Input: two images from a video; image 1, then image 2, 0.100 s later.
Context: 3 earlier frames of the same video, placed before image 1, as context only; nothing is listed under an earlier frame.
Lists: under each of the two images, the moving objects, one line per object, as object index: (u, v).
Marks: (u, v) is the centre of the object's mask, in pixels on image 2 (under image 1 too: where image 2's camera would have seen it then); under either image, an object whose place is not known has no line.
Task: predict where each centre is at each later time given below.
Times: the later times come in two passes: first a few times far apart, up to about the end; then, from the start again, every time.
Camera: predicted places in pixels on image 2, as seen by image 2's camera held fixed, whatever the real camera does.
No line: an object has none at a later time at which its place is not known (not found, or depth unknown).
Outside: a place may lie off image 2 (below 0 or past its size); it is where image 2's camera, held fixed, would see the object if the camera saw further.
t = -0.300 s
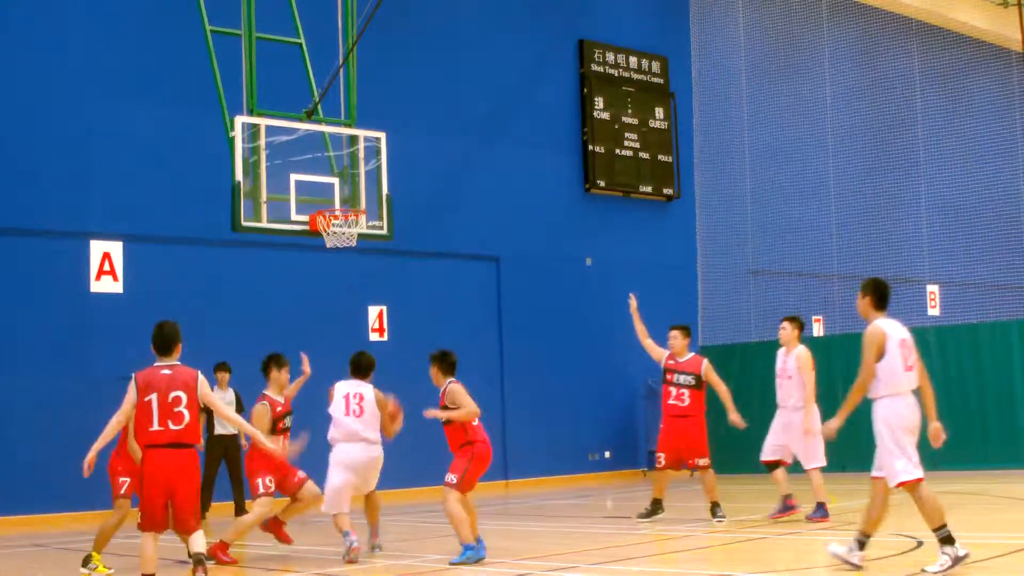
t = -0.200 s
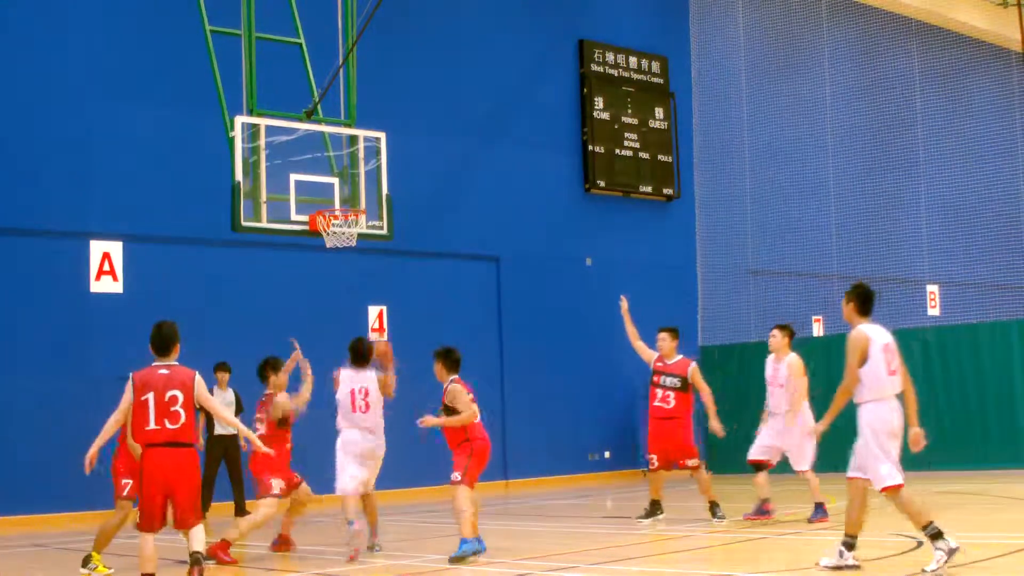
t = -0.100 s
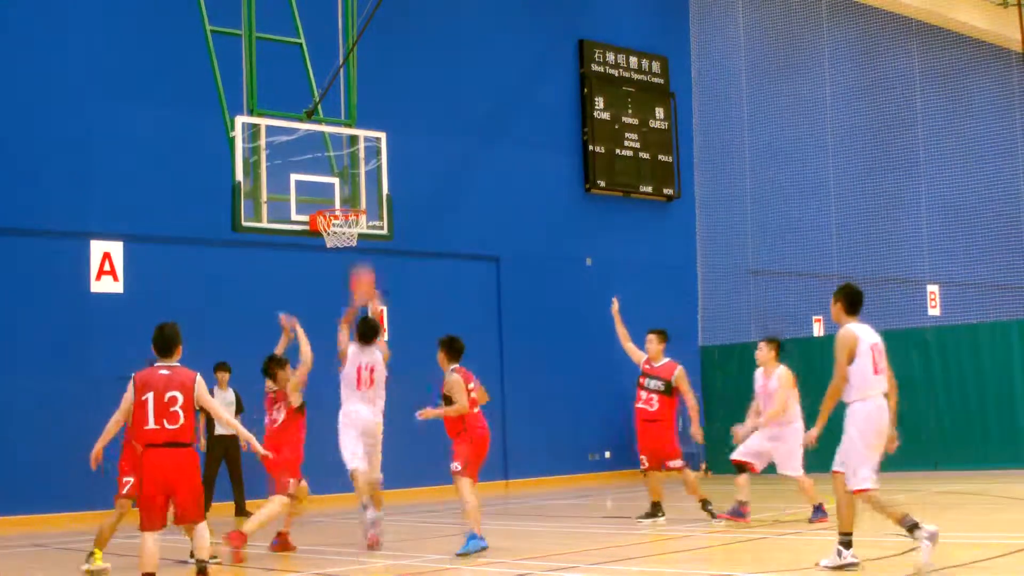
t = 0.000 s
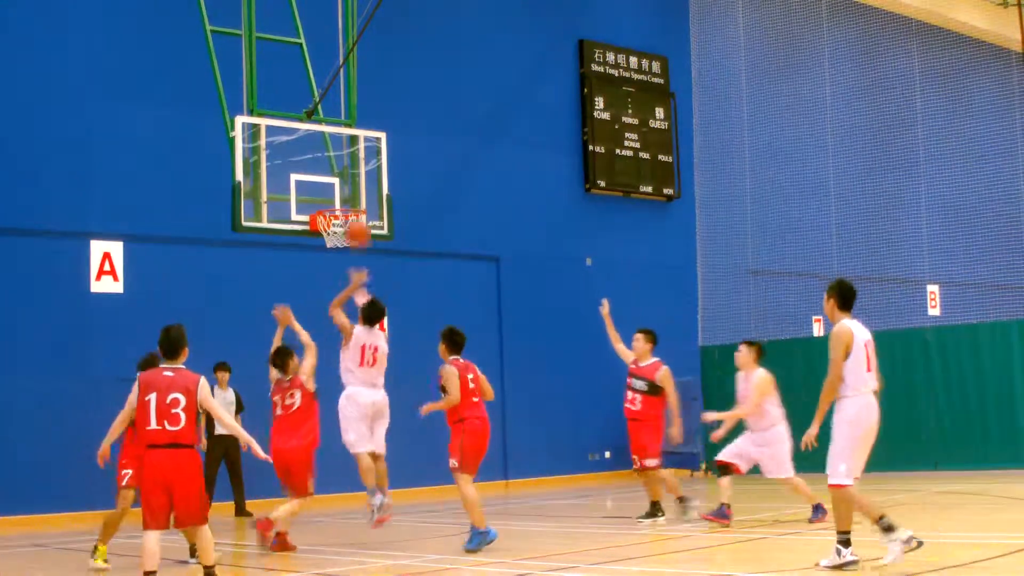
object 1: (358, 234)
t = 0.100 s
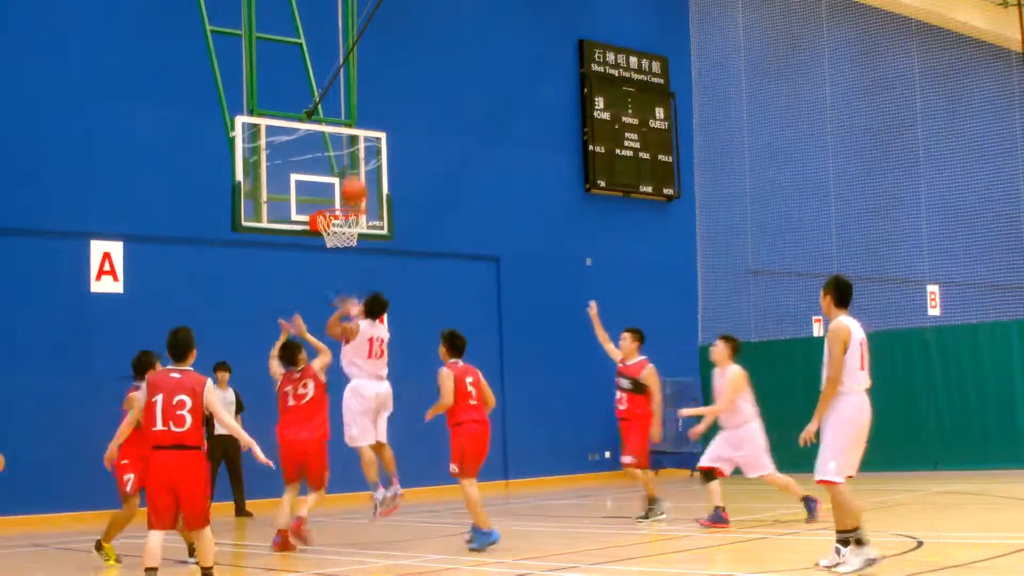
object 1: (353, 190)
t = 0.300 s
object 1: (346, 148)
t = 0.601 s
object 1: (338, 157)
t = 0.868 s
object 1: (350, 193)
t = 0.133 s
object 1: (352, 180)
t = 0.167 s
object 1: (351, 171)
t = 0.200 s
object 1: (349, 164)
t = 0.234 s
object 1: (348, 156)
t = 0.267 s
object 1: (347, 150)
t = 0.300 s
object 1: (346, 148)
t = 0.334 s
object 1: (346, 146)
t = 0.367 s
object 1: (344, 142)
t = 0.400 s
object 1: (344, 141)
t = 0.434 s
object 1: (343, 141)
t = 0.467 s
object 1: (342, 142)
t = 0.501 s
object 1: (340, 144)
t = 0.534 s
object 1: (339, 147)
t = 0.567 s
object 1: (338, 151)
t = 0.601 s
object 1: (338, 157)
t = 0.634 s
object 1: (335, 163)
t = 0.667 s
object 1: (335, 171)
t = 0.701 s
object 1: (335, 180)
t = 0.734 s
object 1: (334, 192)
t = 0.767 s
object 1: (334, 200)
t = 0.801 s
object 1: (339, 198)
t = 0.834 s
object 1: (345, 195)
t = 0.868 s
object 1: (350, 193)
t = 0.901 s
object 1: (356, 193)
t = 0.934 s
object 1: (362, 192)
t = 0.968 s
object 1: (368, 192)
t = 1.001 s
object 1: (375, 194)
